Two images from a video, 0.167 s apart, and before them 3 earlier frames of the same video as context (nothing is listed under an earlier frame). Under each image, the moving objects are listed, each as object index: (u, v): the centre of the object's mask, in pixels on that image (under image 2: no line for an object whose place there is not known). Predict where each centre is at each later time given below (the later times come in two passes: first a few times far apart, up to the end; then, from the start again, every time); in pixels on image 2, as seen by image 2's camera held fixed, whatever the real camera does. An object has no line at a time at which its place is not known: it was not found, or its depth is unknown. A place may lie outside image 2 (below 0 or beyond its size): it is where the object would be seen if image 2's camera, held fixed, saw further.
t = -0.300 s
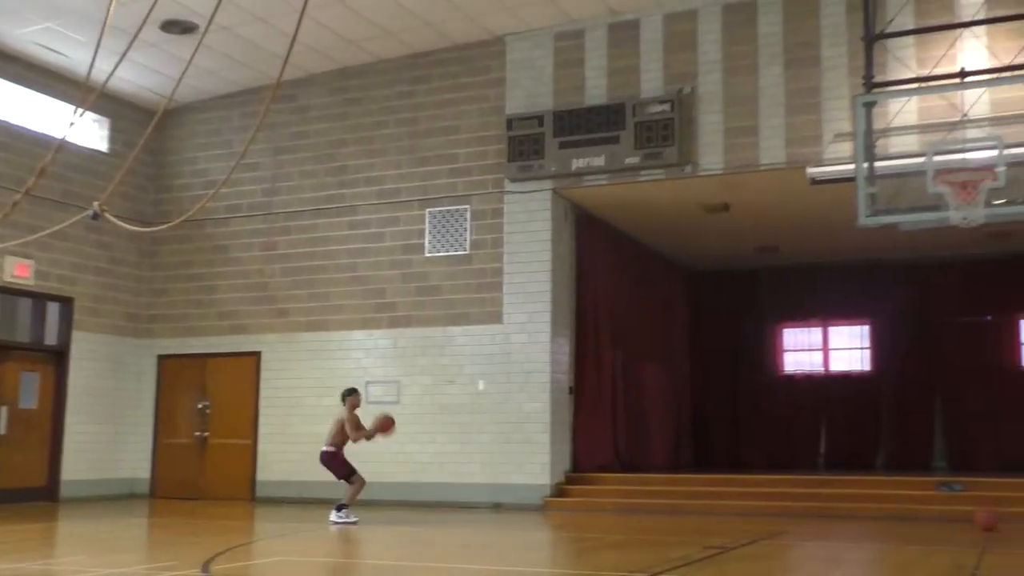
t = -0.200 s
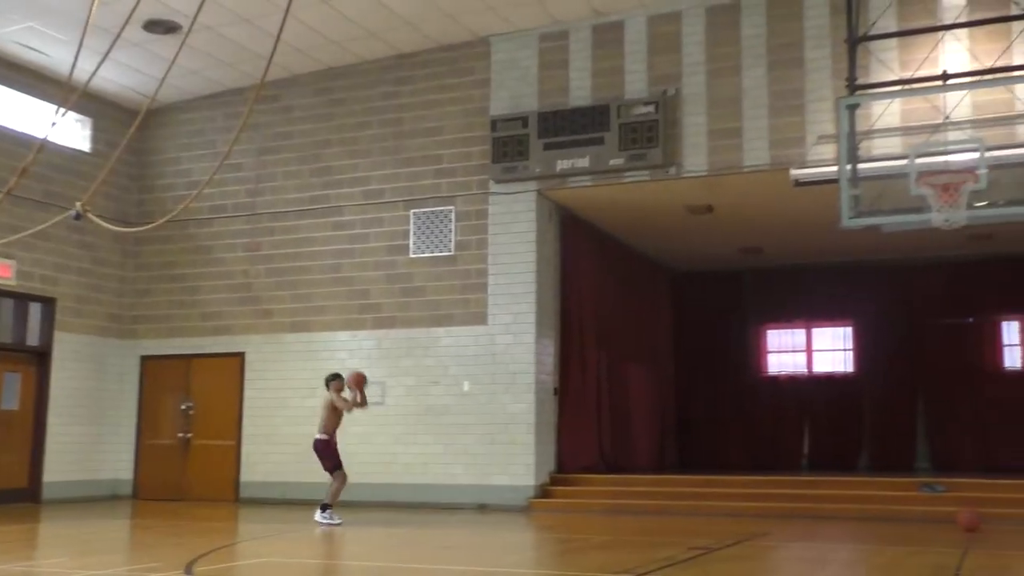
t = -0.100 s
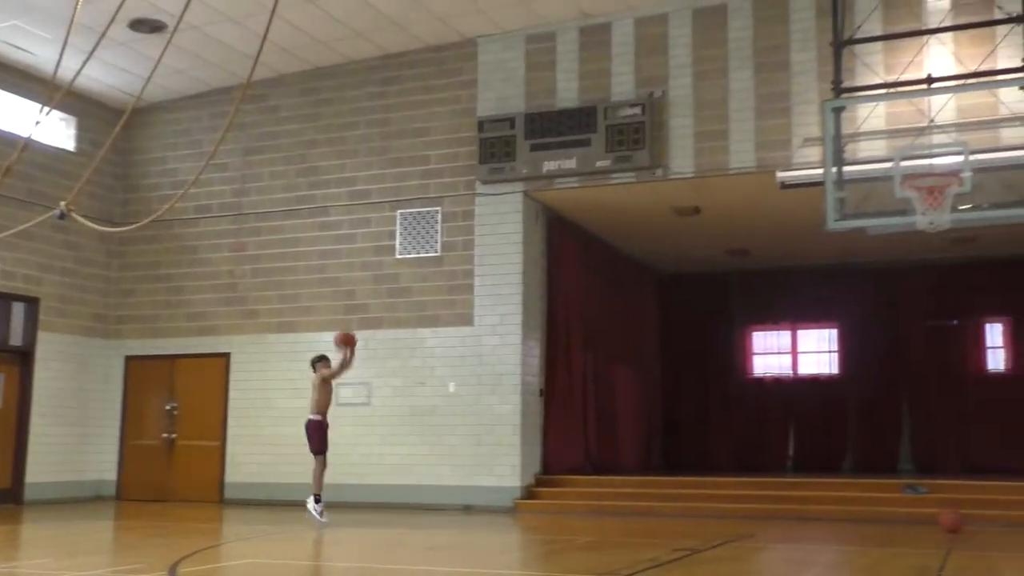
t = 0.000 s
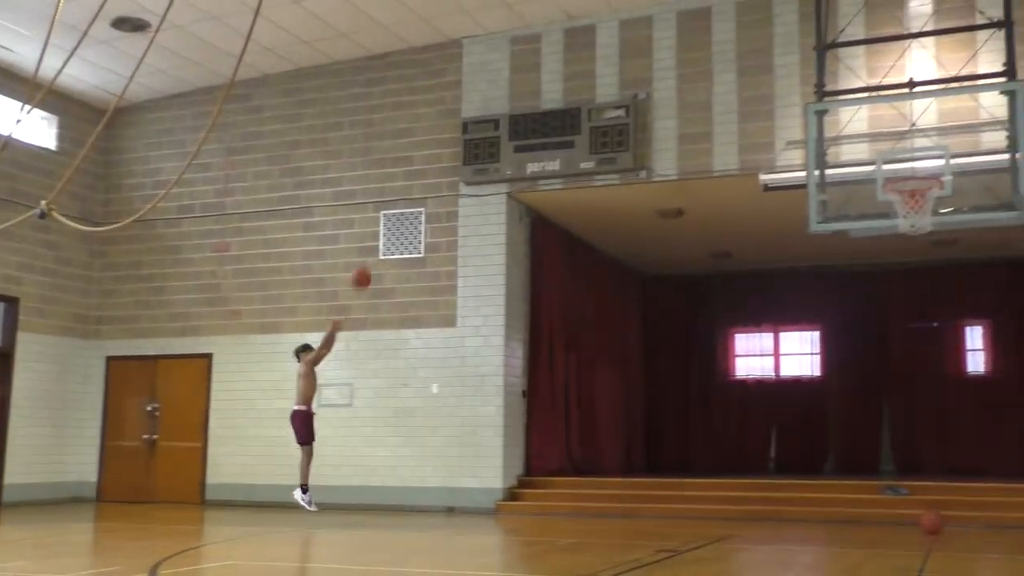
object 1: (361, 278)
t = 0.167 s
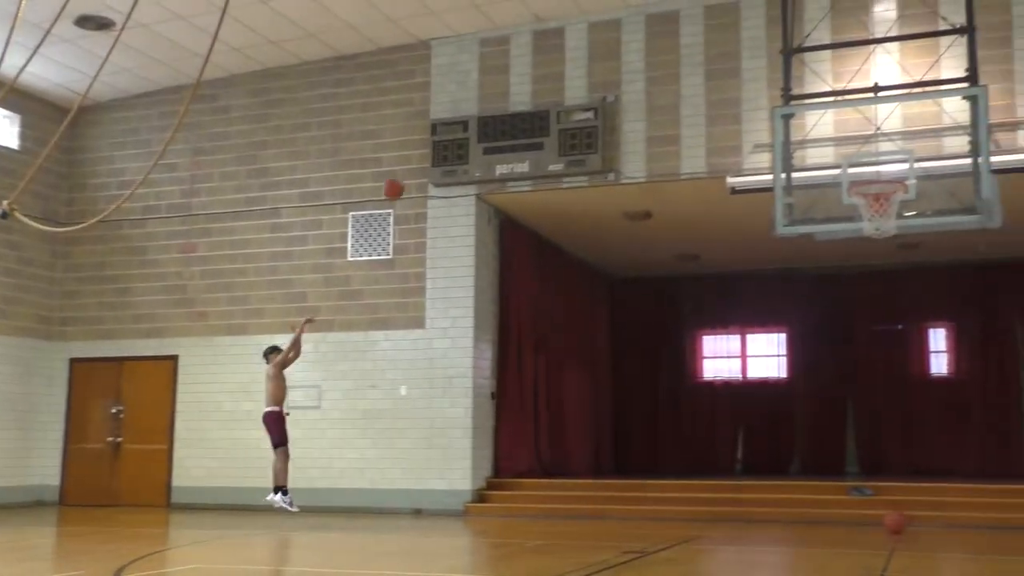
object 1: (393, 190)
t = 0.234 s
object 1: (418, 159)
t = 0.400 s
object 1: (485, 99)
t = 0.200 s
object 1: (405, 174)
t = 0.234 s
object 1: (418, 159)
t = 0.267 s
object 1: (432, 146)
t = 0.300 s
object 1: (444, 132)
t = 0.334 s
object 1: (458, 119)
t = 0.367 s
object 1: (471, 109)
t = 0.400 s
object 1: (485, 99)
